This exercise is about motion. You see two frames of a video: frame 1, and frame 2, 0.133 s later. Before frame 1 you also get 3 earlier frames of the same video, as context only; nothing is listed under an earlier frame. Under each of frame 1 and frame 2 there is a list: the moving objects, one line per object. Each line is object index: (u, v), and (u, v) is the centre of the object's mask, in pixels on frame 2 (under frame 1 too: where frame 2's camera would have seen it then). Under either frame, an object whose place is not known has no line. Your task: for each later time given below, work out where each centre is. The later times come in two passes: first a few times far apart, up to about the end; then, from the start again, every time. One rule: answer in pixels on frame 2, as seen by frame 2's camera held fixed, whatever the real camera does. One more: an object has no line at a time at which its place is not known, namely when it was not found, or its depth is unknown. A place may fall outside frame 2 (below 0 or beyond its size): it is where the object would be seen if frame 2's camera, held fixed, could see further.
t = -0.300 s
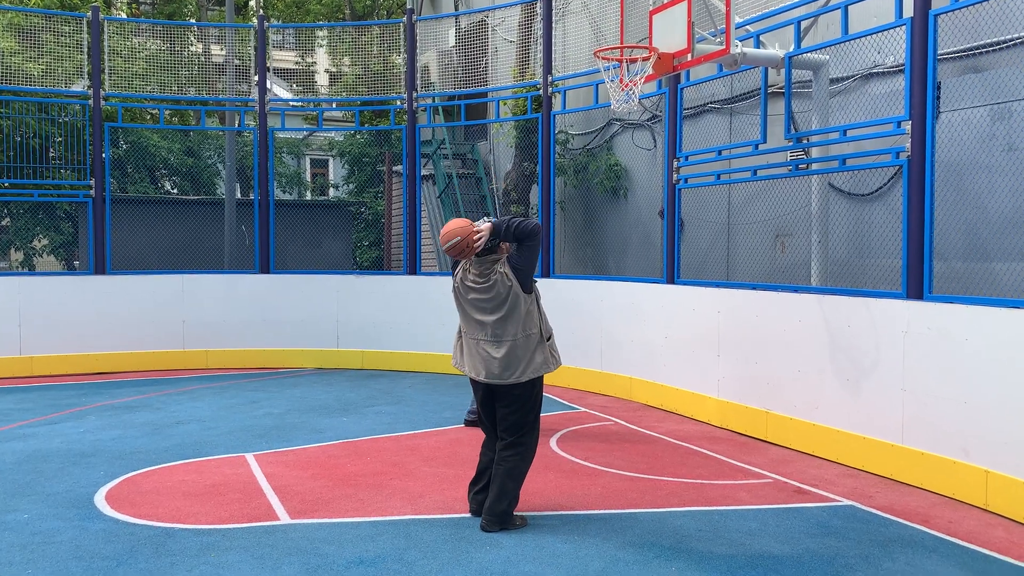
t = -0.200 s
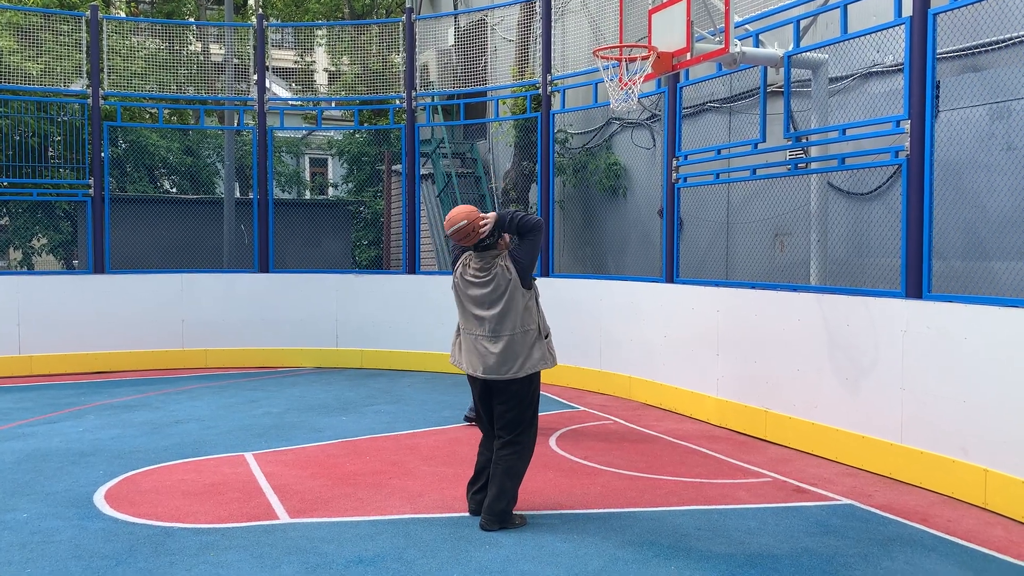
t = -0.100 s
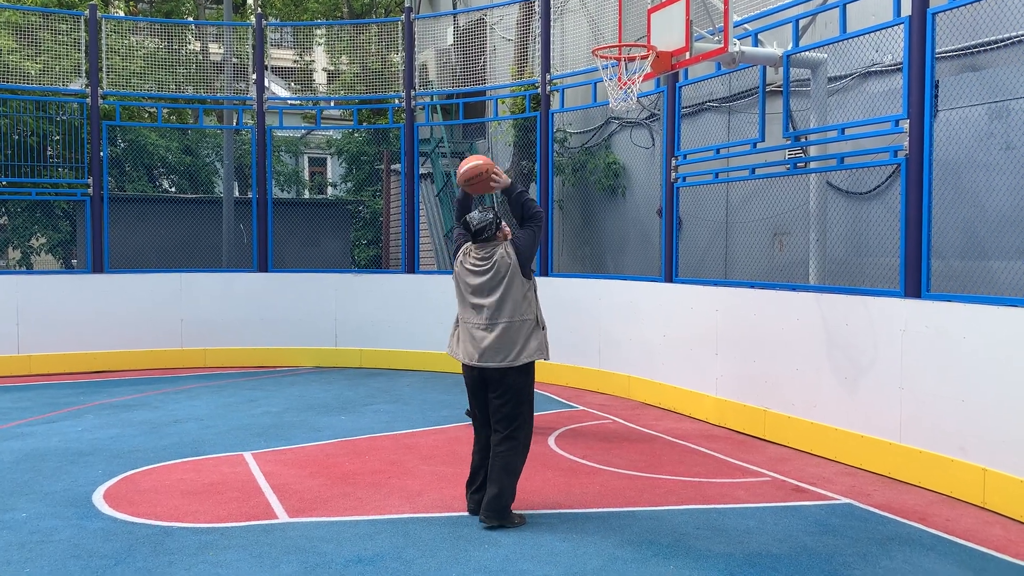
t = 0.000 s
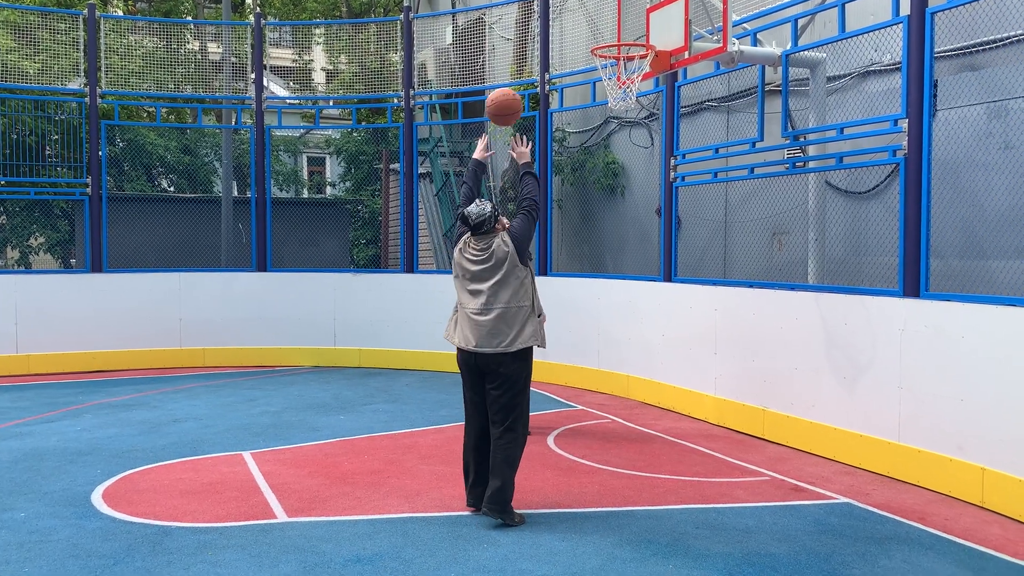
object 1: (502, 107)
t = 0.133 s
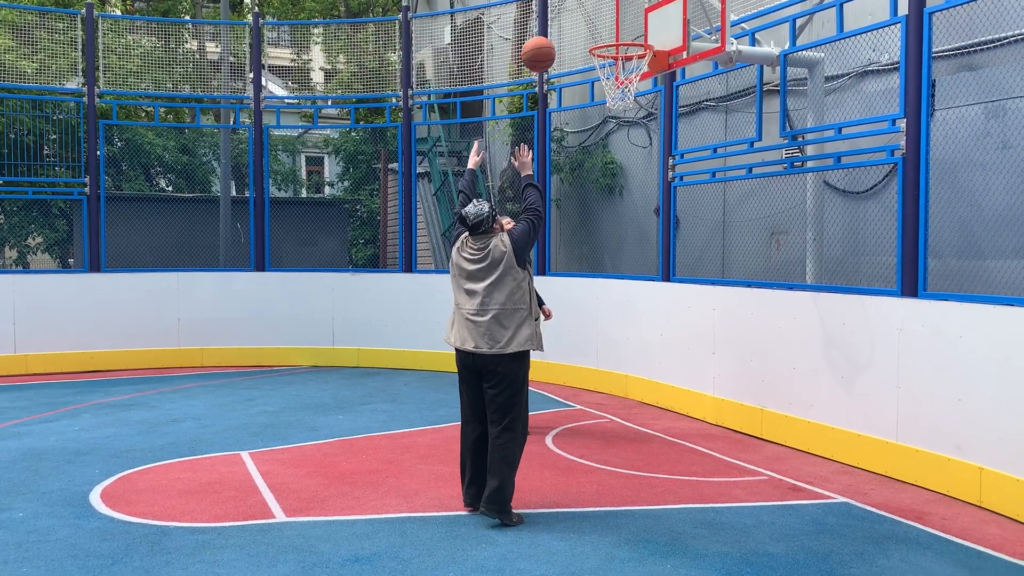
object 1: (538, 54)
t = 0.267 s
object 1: (568, 36)
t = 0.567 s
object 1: (521, 12)
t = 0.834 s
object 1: (429, 50)
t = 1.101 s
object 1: (339, 186)
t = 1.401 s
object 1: (245, 439)
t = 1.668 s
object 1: (213, 248)
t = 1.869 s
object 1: (192, 169)
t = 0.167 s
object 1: (546, 47)
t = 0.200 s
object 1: (554, 41)
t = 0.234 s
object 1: (561, 37)
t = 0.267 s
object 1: (568, 36)
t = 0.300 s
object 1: (576, 35)
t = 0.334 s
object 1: (582, 36)
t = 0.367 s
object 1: (588, 39)
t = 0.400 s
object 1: (579, 32)
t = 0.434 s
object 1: (567, 24)
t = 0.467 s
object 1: (556, 18)
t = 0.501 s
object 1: (544, 14)
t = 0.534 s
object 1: (533, 13)
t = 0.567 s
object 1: (521, 12)
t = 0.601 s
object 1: (510, 12)
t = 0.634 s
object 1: (498, 12)
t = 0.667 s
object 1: (486, 14)
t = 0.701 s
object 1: (475, 18)
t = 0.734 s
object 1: (463, 23)
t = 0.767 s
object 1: (452, 31)
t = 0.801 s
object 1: (440, 40)
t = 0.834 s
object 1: (429, 50)
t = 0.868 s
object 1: (418, 62)
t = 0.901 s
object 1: (406, 76)
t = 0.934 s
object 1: (395, 90)
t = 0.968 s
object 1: (384, 106)
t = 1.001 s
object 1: (372, 124)
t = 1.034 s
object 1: (361, 143)
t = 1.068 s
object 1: (350, 164)
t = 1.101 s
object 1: (339, 186)
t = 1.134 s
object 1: (328, 209)
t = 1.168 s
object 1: (318, 234)
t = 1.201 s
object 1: (307, 260)
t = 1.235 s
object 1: (297, 288)
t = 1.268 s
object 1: (286, 317)
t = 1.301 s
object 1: (275, 348)
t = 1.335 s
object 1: (264, 380)
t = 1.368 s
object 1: (254, 413)
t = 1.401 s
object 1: (245, 439)
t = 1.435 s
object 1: (241, 410)
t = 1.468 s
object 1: (237, 382)
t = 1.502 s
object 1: (233, 356)
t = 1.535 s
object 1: (229, 331)
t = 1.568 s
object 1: (225, 308)
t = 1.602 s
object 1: (221, 287)
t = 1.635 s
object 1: (217, 266)
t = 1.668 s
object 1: (213, 248)
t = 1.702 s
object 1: (210, 231)
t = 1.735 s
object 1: (206, 215)
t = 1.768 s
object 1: (202, 201)
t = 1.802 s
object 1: (199, 189)
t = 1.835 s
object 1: (195, 178)
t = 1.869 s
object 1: (192, 169)
